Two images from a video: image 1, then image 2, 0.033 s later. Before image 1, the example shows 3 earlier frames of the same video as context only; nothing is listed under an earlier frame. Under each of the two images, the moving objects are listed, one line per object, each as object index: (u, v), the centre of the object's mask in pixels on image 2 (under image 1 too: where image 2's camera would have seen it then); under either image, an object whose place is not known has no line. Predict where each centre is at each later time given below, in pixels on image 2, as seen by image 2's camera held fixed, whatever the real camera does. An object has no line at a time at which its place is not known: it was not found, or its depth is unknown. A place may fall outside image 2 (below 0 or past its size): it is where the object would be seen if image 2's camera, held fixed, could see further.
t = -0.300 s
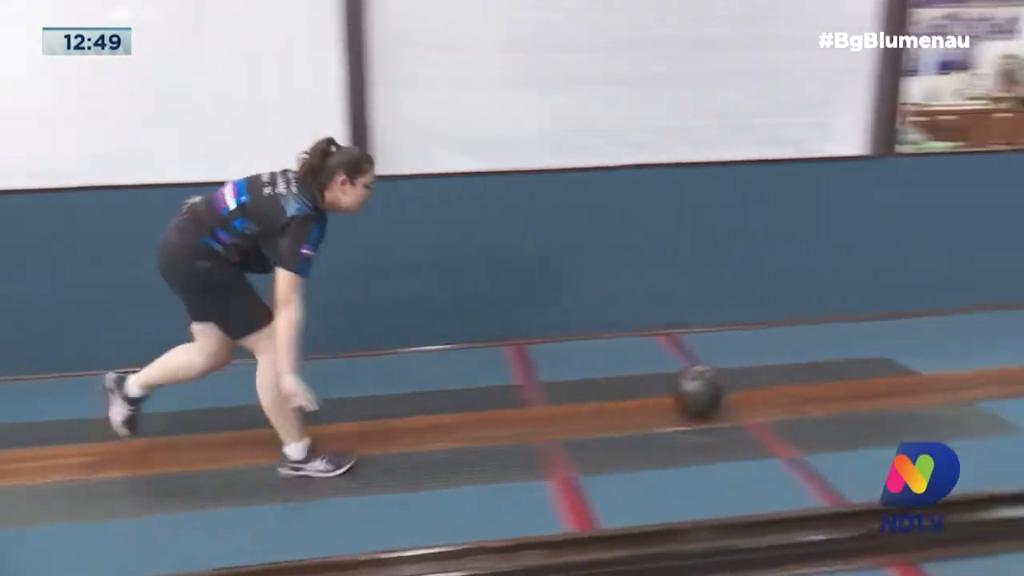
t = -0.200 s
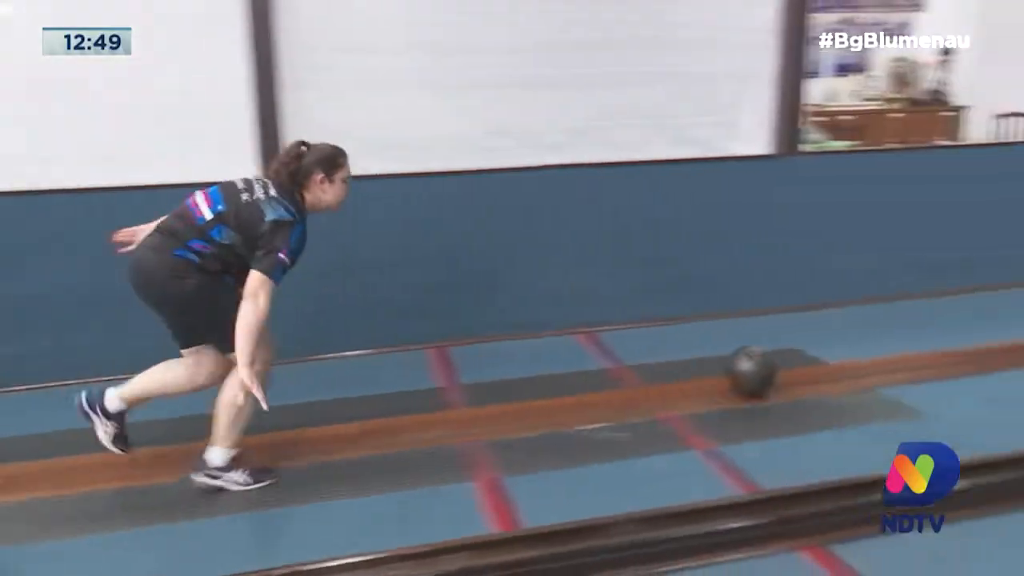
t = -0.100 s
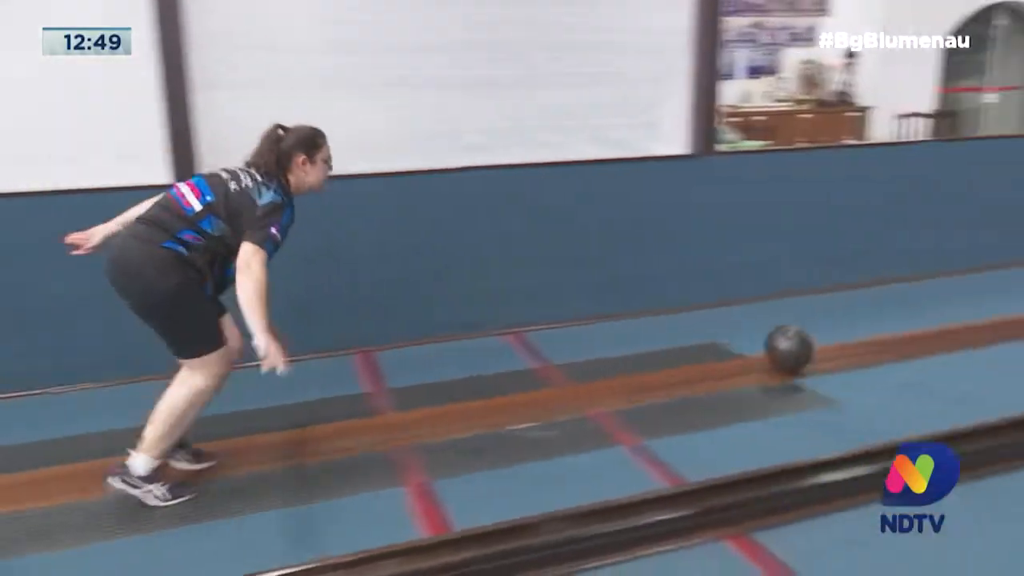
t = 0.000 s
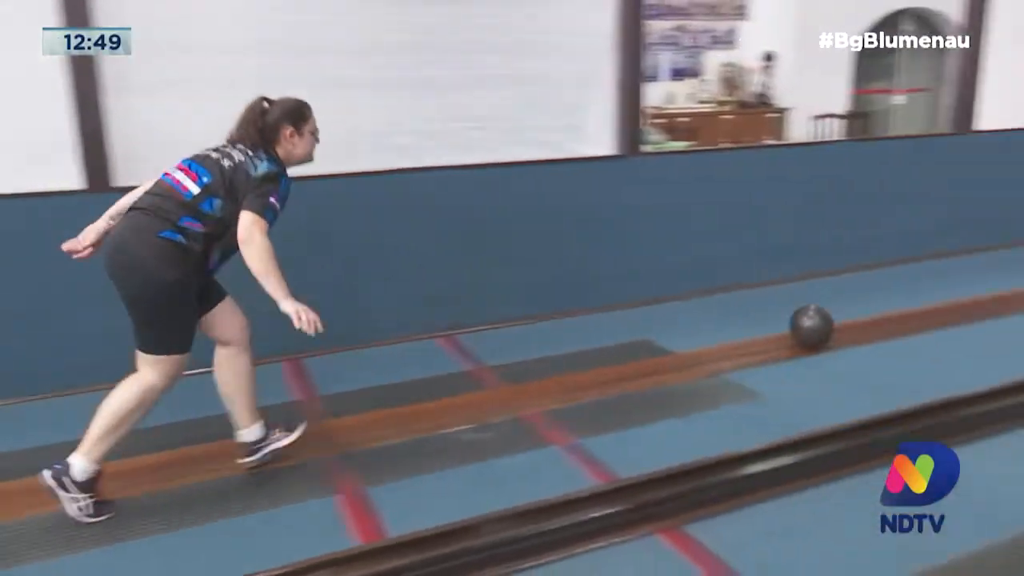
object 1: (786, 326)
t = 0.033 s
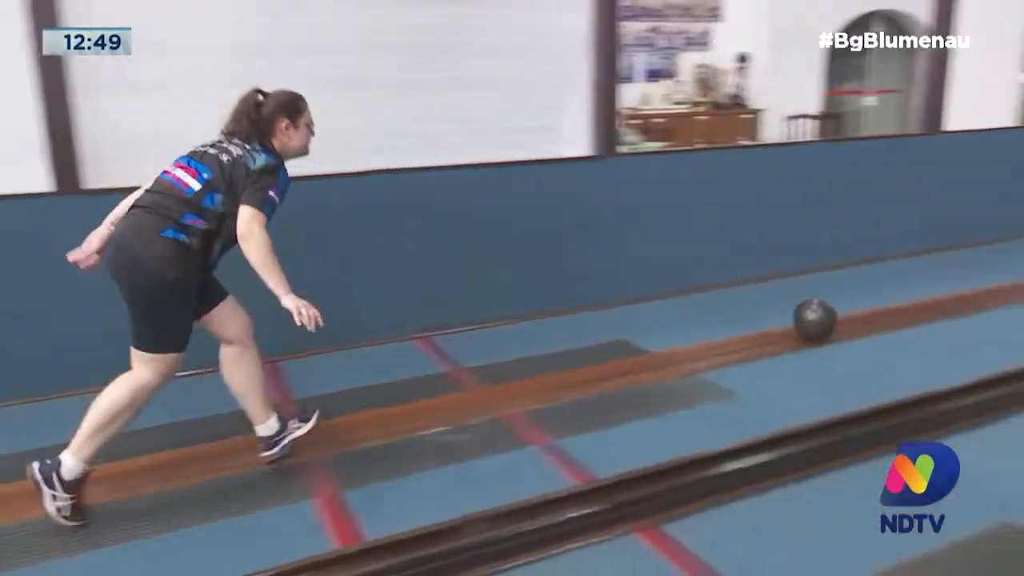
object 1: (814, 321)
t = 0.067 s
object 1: (842, 315)
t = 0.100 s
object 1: (868, 310)
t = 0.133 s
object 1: (894, 305)
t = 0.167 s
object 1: (918, 300)
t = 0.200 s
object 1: (942, 295)
